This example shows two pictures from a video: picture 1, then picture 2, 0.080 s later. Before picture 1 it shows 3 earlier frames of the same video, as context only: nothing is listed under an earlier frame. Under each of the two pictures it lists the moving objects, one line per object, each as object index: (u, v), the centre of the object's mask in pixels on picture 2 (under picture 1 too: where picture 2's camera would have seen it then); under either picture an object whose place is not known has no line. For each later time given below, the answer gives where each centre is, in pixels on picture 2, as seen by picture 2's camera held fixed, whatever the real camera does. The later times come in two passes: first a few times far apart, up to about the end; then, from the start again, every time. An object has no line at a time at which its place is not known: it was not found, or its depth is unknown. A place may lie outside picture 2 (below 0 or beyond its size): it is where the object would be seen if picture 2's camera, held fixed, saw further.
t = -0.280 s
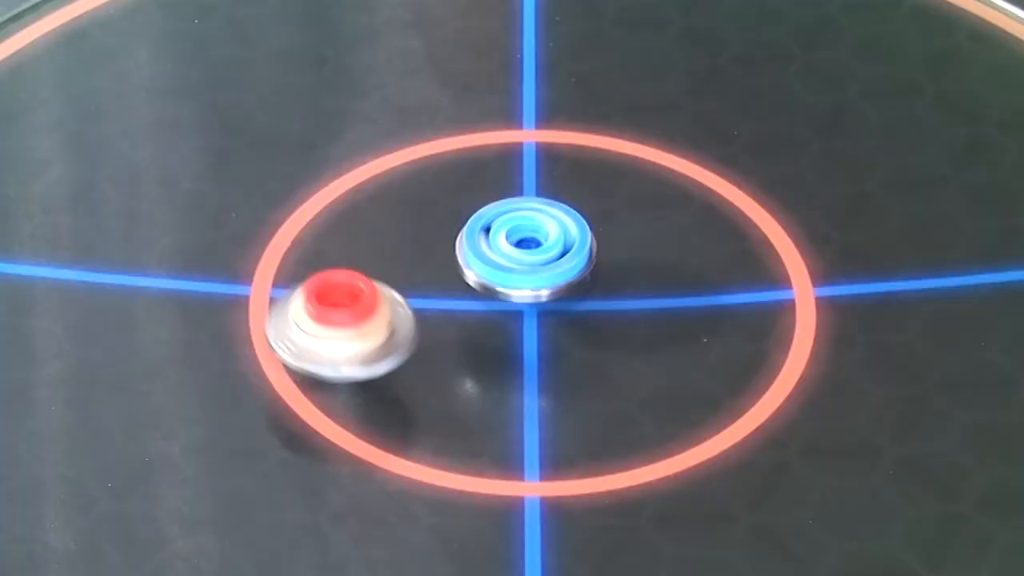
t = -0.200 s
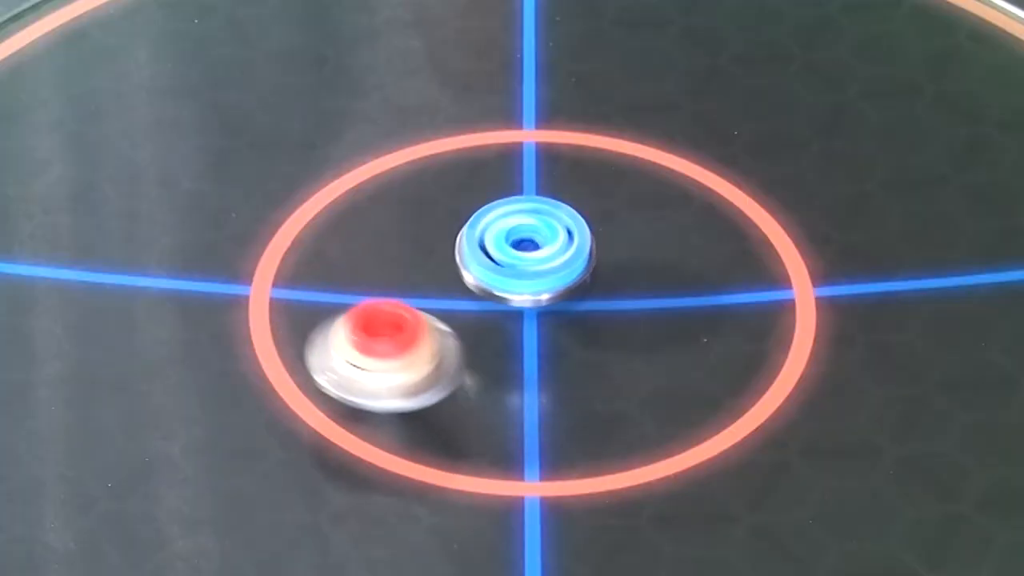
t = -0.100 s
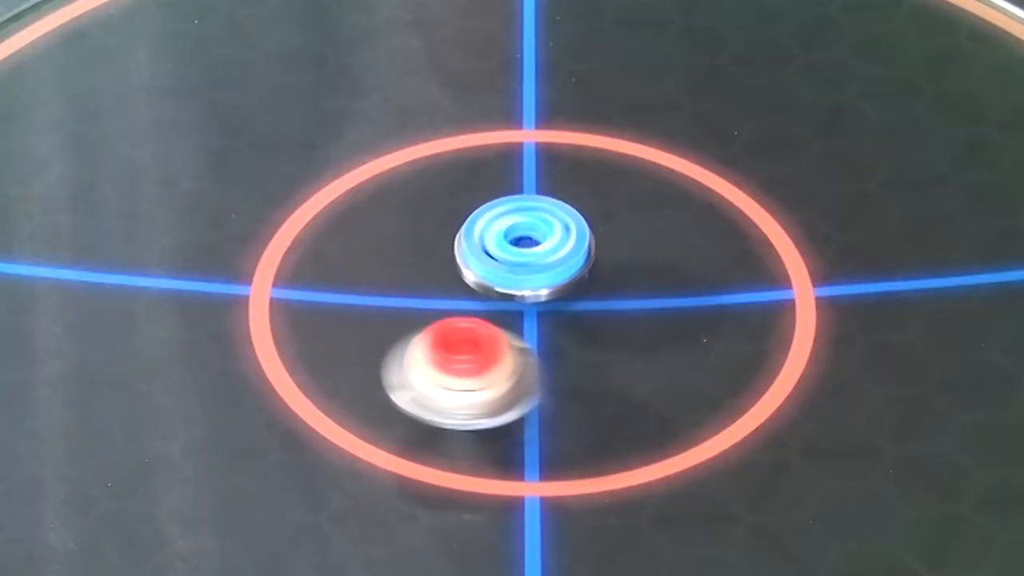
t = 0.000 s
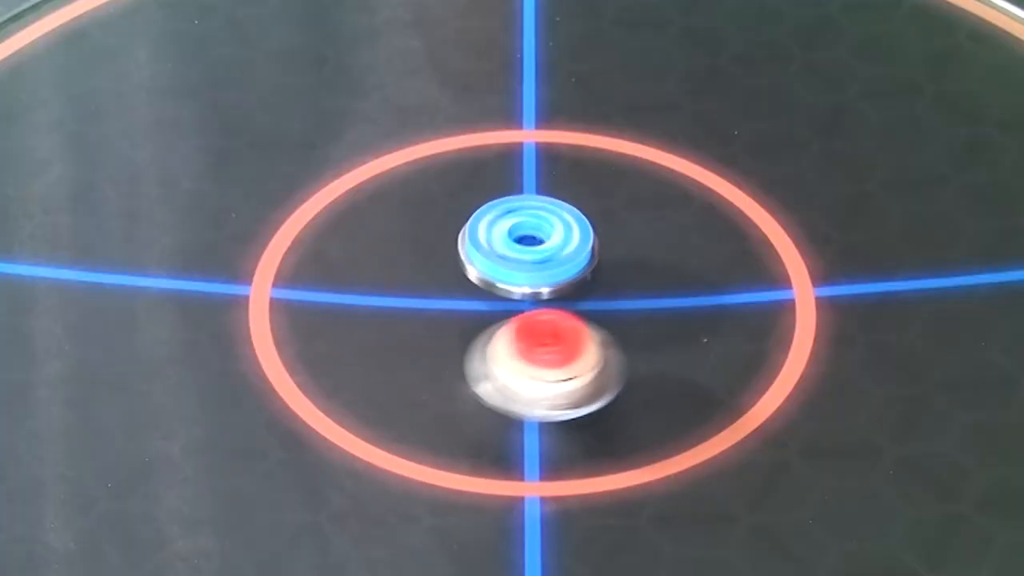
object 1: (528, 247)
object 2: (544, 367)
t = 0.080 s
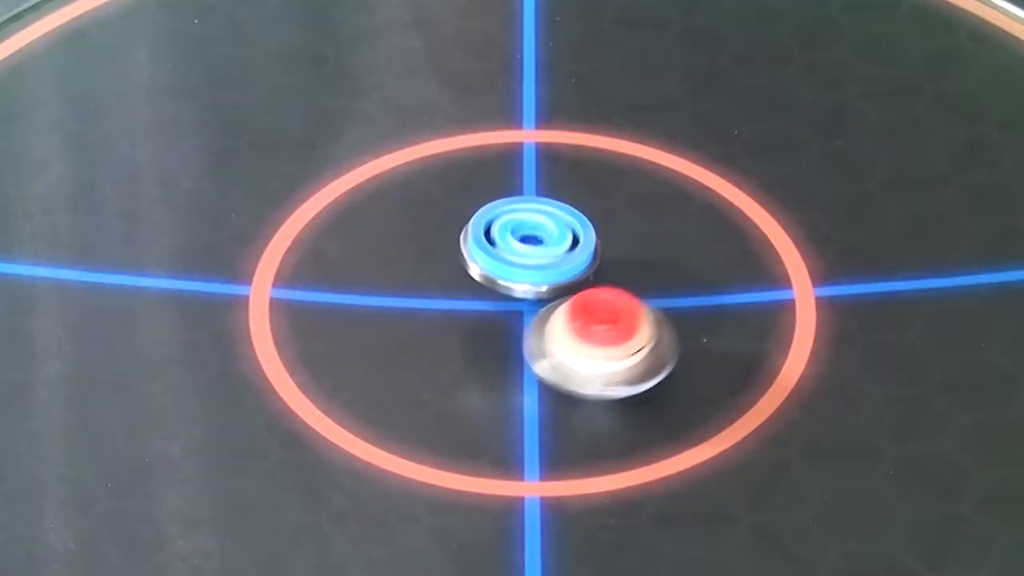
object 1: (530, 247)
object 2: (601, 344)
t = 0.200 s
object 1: (525, 246)
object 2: (658, 297)
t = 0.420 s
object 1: (525, 244)
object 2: (666, 199)
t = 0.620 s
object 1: (525, 241)
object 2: (567, 143)
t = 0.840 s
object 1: (526, 246)
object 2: (429, 171)
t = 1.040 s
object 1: (526, 246)
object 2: (383, 254)
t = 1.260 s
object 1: (530, 248)
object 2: (456, 345)
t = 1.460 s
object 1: (526, 251)
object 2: (606, 356)
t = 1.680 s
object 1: (530, 248)
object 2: (691, 275)
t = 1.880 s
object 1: (526, 247)
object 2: (635, 197)
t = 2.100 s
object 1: (518, 248)
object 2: (500, 162)
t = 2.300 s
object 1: (513, 247)
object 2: (390, 204)
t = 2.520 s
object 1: (518, 244)
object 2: (392, 297)
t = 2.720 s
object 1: (526, 245)
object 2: (514, 346)
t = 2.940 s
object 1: (528, 246)
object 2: (657, 314)
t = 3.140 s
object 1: (525, 248)
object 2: (677, 233)
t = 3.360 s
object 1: (524, 248)
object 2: (576, 171)
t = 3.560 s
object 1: (518, 250)
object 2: (454, 176)
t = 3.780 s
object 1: (513, 258)
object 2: (375, 240)
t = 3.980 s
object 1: (523, 272)
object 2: (383, 304)
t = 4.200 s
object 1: (533, 279)
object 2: (419, 339)
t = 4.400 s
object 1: (555, 272)
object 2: (413, 344)
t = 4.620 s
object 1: (523, 253)
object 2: (444, 307)
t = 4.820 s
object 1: (495, 204)
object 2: (416, 256)
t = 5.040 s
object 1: (478, 191)
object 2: (365, 209)
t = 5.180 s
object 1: (482, 195)
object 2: (356, 194)
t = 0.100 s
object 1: (529, 248)
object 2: (612, 337)
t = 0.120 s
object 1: (528, 249)
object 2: (622, 330)
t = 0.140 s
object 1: (526, 249)
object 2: (632, 322)
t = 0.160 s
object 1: (526, 248)
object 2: (641, 313)
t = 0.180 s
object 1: (526, 247)
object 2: (650, 306)
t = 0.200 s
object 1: (525, 246)
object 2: (658, 297)
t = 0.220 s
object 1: (524, 246)
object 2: (664, 289)
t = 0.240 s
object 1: (523, 245)
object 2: (670, 280)
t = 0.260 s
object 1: (523, 244)
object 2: (674, 271)
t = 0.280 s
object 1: (524, 243)
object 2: (677, 261)
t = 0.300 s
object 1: (525, 243)
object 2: (679, 252)
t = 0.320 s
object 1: (525, 244)
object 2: (680, 243)
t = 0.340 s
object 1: (524, 244)
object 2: (680, 234)
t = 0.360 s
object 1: (523, 244)
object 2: (677, 226)
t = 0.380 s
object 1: (523, 243)
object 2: (675, 217)
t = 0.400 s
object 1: (524, 243)
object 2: (671, 208)
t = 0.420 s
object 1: (525, 244)
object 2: (666, 199)
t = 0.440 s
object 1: (524, 244)
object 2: (661, 191)
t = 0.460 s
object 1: (522, 244)
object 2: (653, 183)
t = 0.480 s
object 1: (521, 243)
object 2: (645, 176)
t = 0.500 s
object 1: (522, 241)
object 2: (636, 170)
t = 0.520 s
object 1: (523, 241)
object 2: (627, 164)
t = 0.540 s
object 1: (524, 242)
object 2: (616, 158)
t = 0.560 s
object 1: (523, 242)
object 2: (605, 153)
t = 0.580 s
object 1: (522, 242)
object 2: (593, 149)
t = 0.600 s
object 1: (523, 241)
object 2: (580, 146)
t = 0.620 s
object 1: (525, 241)
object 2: (567, 143)
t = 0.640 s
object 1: (526, 242)
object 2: (554, 142)
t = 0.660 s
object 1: (527, 243)
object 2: (540, 141)
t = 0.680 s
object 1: (526, 243)
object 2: (526, 141)
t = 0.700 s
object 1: (526, 243)
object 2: (513, 142)
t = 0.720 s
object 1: (527, 243)
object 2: (500, 144)
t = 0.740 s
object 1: (528, 243)
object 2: (486, 147)
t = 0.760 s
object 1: (529, 245)
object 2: (473, 150)
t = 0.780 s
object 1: (528, 246)
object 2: (461, 154)
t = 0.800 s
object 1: (526, 246)
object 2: (450, 159)
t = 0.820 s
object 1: (526, 246)
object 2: (439, 165)
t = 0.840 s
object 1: (526, 246)
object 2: (429, 171)
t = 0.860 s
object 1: (527, 246)
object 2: (420, 178)
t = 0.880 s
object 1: (526, 248)
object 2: (412, 185)
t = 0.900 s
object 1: (524, 248)
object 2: (405, 193)
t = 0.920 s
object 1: (522, 247)
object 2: (399, 201)
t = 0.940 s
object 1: (522, 246)
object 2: (394, 210)
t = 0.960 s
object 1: (523, 245)
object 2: (391, 220)
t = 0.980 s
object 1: (524, 245)
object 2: (387, 228)
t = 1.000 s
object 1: (525, 246)
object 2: (385, 237)
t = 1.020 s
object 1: (526, 246)
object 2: (384, 245)
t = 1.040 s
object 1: (526, 246)
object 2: (383, 254)
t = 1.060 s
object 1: (528, 245)
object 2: (384, 264)
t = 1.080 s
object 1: (530, 246)
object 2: (386, 273)
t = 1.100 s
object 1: (530, 247)
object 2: (389, 283)
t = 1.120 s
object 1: (529, 248)
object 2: (393, 292)
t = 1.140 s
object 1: (528, 248)
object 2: (399, 301)
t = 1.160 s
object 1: (528, 247)
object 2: (406, 309)
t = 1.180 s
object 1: (530, 247)
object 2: (415, 317)
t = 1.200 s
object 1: (531, 247)
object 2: (424, 325)
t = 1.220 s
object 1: (531, 248)
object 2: (434, 332)
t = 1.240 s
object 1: (530, 249)
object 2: (445, 339)
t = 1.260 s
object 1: (530, 248)
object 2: (456, 345)
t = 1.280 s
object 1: (530, 249)
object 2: (471, 350)
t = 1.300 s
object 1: (532, 248)
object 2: (485, 354)
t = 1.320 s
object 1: (532, 249)
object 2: (500, 358)
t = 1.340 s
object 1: (531, 250)
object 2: (515, 361)
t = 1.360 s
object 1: (529, 251)
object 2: (530, 362)
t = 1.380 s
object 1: (528, 250)
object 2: (545, 363)
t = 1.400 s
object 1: (527, 249)
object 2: (561, 362)
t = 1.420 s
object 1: (528, 250)
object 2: (576, 361)
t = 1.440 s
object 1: (527, 250)
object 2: (591, 359)
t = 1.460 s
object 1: (526, 251)
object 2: (606, 356)
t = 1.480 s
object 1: (525, 251)
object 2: (619, 351)
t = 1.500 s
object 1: (524, 249)
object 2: (632, 346)
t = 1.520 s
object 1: (525, 248)
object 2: (643, 341)
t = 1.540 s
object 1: (527, 248)
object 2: (654, 334)
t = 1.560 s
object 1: (527, 248)
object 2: (664, 327)
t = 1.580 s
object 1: (527, 248)
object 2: (672, 319)
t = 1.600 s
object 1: (526, 248)
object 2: (679, 311)
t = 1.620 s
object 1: (527, 247)
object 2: (684, 302)
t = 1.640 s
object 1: (528, 246)
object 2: (688, 293)
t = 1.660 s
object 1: (530, 247)
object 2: (690, 284)
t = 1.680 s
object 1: (530, 248)
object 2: (691, 275)
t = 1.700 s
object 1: (530, 249)
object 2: (690, 266)
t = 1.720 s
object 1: (529, 249)
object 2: (689, 257)
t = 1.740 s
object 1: (529, 248)
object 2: (686, 248)
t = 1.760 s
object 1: (530, 248)
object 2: (681, 240)
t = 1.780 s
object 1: (531, 248)
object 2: (676, 232)
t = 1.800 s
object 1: (530, 249)
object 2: (669, 224)
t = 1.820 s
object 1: (528, 249)
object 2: (661, 217)
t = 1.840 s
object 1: (527, 248)
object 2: (653, 210)
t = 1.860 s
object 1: (527, 247)
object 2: (644, 203)
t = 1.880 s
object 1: (526, 247)
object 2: (635, 197)
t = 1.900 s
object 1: (525, 248)
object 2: (626, 191)
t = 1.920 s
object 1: (523, 249)
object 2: (615, 185)
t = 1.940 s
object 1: (521, 249)
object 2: (604, 180)
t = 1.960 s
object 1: (521, 248)
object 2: (592, 175)
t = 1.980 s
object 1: (522, 247)
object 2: (578, 171)
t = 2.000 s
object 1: (523, 247)
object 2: (566, 168)
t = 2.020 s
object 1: (523, 248)
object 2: (553, 165)
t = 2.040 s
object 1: (522, 249)
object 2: (540, 163)
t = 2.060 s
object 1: (520, 249)
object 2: (527, 162)
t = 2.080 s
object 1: (518, 249)
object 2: (513, 162)
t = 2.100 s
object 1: (518, 248)
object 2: (500, 162)
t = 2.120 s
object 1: (518, 248)
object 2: (487, 163)
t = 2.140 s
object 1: (518, 248)
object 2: (473, 164)
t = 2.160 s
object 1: (517, 249)
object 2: (460, 167)
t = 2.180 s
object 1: (516, 248)
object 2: (447, 170)
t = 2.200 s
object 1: (515, 247)
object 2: (436, 174)
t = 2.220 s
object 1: (514, 246)
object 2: (424, 179)
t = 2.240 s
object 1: (514, 246)
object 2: (414, 184)
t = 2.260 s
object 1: (514, 247)
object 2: (405, 190)
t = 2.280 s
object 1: (514, 247)
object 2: (397, 197)
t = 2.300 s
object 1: (513, 247)
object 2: (390, 204)
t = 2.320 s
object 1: (513, 245)
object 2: (383, 212)
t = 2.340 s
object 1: (514, 244)
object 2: (379, 219)
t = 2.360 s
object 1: (515, 244)
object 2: (375, 228)
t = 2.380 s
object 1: (515, 245)
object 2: (372, 236)
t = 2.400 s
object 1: (514, 246)
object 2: (371, 244)
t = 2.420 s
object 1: (514, 245)
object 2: (371, 253)
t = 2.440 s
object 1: (514, 245)
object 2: (372, 262)
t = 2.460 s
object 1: (515, 244)
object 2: (375, 271)
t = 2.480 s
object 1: (517, 244)
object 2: (379, 280)
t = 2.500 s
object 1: (518, 244)
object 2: (385, 288)
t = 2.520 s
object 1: (518, 244)
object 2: (392, 297)
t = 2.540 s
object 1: (518, 244)
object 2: (400, 304)
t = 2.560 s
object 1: (519, 243)
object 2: (410, 312)
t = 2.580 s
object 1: (520, 244)
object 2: (420, 318)
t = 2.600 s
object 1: (522, 244)
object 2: (432, 324)
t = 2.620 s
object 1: (522, 244)
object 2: (444, 329)
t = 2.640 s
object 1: (523, 245)
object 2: (456, 334)
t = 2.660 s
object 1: (524, 244)
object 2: (471, 339)
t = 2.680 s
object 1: (525, 244)
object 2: (485, 342)
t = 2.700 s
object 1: (525, 244)
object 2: (500, 345)
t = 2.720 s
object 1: (526, 245)
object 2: (514, 346)
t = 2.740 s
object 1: (526, 245)
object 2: (529, 347)
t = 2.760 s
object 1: (526, 246)
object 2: (543, 348)
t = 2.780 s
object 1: (526, 246)
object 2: (557, 347)
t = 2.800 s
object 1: (527, 246)
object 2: (572, 346)
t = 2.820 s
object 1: (529, 246)
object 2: (586, 344)
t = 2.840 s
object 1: (531, 247)
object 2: (601, 341)
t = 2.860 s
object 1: (531, 249)
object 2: (613, 337)
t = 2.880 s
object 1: (529, 249)
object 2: (625, 332)
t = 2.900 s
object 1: (528, 248)
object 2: (636, 327)
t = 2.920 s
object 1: (527, 247)
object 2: (647, 321)
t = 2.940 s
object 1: (528, 246)
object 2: (657, 314)
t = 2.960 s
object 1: (530, 246)
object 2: (665, 307)
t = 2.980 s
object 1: (530, 246)
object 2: (671, 300)
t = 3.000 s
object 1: (530, 247)
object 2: (677, 292)
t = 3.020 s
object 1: (529, 247)
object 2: (681, 284)
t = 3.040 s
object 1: (528, 247)
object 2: (684, 275)
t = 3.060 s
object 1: (528, 247)
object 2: (685, 267)
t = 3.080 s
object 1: (528, 247)
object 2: (685, 258)
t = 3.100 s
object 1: (528, 248)
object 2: (684, 250)
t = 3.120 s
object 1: (526, 248)
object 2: (681, 241)
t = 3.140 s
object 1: (525, 248)
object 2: (677, 233)
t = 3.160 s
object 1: (525, 246)
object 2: (671, 225)
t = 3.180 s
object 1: (527, 245)
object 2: (665, 219)
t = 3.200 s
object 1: (529, 246)
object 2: (657, 212)
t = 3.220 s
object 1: (530, 247)
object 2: (649, 205)
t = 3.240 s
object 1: (530, 249)
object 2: (640, 199)
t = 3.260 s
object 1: (529, 249)
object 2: (631, 193)
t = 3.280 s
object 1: (527, 249)
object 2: (621, 188)
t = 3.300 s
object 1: (526, 248)
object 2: (610, 183)
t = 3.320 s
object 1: (525, 248)
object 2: (601, 178)
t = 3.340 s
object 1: (524, 248)
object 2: (589, 174)
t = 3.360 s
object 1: (524, 248)
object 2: (576, 171)
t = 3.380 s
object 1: (524, 248)
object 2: (565, 168)
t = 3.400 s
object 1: (524, 248)
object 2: (553, 165)
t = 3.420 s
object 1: (524, 248)
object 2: (539, 164)
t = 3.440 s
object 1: (524, 250)
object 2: (526, 164)
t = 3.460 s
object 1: (523, 251)
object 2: (514, 164)
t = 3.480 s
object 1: (520, 252)
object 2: (501, 165)
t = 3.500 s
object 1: (518, 252)
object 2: (488, 166)
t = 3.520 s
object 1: (516, 251)
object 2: (477, 169)
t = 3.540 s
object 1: (516, 250)
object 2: (464, 172)
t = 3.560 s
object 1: (518, 250)
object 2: (454, 176)
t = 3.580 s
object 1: (518, 251)
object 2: (443, 180)
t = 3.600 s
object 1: (517, 252)
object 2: (433, 184)
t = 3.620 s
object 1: (515, 252)
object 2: (424, 189)
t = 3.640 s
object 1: (514, 252)
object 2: (415, 195)
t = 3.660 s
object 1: (515, 253)
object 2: (407, 200)
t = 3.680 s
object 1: (516, 254)
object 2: (399, 206)
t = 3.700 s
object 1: (516, 255)
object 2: (393, 213)
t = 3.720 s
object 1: (515, 256)
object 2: (388, 220)
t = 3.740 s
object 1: (513, 257)
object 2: (384, 227)
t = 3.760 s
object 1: (512, 257)
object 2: (379, 234)
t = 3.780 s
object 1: (513, 258)
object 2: (375, 240)
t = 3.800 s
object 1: (514, 258)
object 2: (373, 246)
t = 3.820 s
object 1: (515, 260)
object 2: (372, 254)
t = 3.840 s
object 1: (515, 262)
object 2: (371, 261)
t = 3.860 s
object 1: (515, 263)
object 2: (371, 268)
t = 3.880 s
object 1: (515, 264)
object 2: (372, 274)
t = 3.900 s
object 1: (517, 265)
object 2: (373, 281)
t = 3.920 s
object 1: (517, 266)
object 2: (375, 287)
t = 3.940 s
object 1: (520, 268)
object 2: (377, 293)
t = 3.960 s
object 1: (522, 270)
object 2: (379, 298)
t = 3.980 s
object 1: (523, 272)
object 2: (383, 304)
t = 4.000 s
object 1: (525, 274)
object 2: (386, 308)
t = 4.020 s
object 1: (525, 275)
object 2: (389, 313)
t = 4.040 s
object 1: (526, 277)
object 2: (391, 316)
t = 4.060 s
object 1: (526, 278)
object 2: (395, 320)
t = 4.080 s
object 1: (526, 279)
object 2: (399, 324)
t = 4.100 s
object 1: (527, 279)
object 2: (402, 327)
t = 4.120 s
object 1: (528, 279)
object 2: (404, 331)
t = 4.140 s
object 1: (530, 279)
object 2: (407, 333)
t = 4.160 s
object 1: (532, 279)
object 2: (411, 336)
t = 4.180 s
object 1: (533, 279)
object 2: (415, 338)
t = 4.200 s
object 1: (533, 279)
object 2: (419, 339)
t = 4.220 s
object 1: (533, 280)
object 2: (421, 340)
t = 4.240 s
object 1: (533, 281)
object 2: (421, 342)
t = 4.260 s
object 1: (534, 281)
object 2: (418, 343)
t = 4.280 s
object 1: (532, 280)
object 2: (415, 345)
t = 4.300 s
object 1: (536, 276)
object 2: (413, 345)
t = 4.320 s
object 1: (541, 271)
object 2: (412, 346)
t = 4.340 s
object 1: (546, 272)
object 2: (411, 346)
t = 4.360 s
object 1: (548, 271)
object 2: (412, 346)
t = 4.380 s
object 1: (551, 271)
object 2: (412, 345)
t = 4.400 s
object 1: (555, 272)
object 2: (413, 344)
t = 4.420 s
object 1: (555, 272)
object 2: (415, 343)
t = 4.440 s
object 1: (554, 270)
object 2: (417, 341)
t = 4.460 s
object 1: (554, 270)
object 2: (419, 339)
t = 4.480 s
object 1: (553, 269)
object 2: (422, 336)
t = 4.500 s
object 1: (551, 268)
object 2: (425, 333)
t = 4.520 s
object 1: (549, 267)
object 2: (428, 330)
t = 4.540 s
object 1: (546, 263)
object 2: (432, 326)
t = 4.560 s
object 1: (541, 261)
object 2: (435, 323)
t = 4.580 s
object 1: (536, 259)
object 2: (439, 318)
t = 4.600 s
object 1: (530, 256)
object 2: (442, 313)
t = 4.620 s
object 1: (523, 253)
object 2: (444, 307)
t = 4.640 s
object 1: (517, 247)
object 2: (446, 302)
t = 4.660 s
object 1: (515, 246)
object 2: (446, 297)
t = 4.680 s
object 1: (512, 241)
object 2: (445, 292)
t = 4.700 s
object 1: (511, 231)
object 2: (440, 287)
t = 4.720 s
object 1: (512, 225)
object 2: (437, 283)
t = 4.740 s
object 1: (511, 219)
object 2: (433, 277)
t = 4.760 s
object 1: (507, 219)
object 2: (429, 272)
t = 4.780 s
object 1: (505, 210)
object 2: (424, 266)
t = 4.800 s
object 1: (501, 206)
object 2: (420, 261)
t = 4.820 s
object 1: (495, 204)
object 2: (416, 256)
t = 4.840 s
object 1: (490, 201)
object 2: (411, 251)
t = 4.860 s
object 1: (486, 199)
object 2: (405, 248)
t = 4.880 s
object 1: (483, 197)
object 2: (400, 243)
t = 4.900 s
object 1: (480, 195)
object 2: (395, 238)
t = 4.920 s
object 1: (477, 194)
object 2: (390, 233)
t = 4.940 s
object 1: (476, 192)
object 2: (385, 229)
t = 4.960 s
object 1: (477, 191)
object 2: (380, 225)
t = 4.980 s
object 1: (478, 191)
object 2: (375, 221)
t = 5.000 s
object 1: (478, 191)
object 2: (371, 216)
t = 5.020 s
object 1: (478, 191)
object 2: (369, 212)
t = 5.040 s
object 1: (478, 191)
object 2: (365, 209)
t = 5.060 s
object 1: (478, 191)
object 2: (362, 206)
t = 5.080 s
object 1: (479, 191)
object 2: (360, 203)
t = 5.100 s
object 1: (479, 191)
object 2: (358, 201)
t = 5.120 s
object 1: (479, 192)
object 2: (357, 198)
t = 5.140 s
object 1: (480, 192)
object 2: (356, 197)
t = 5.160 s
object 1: (481, 193)
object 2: (356, 195)
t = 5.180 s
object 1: (482, 195)
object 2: (356, 194)
